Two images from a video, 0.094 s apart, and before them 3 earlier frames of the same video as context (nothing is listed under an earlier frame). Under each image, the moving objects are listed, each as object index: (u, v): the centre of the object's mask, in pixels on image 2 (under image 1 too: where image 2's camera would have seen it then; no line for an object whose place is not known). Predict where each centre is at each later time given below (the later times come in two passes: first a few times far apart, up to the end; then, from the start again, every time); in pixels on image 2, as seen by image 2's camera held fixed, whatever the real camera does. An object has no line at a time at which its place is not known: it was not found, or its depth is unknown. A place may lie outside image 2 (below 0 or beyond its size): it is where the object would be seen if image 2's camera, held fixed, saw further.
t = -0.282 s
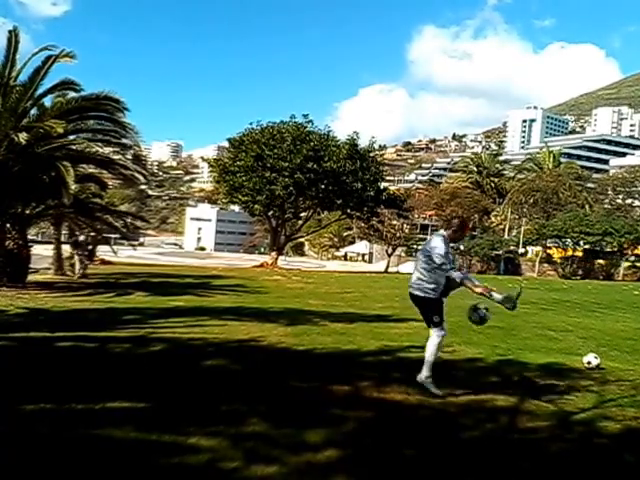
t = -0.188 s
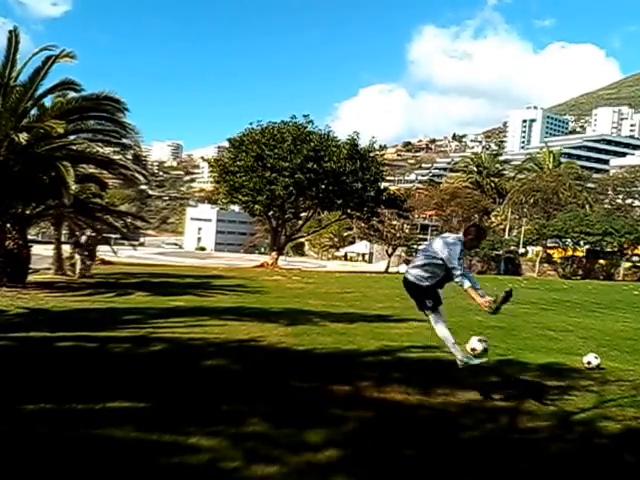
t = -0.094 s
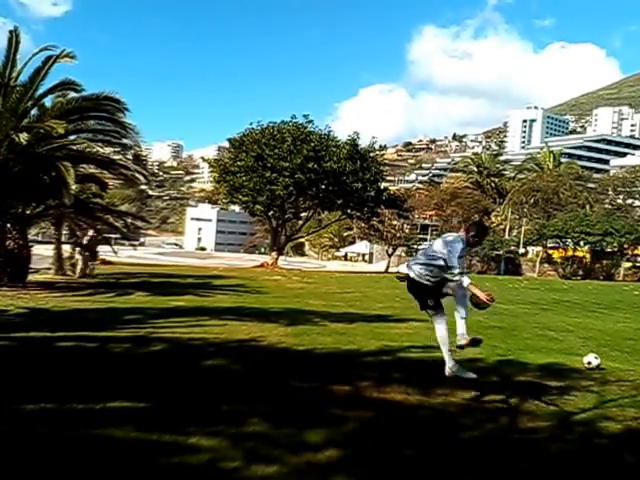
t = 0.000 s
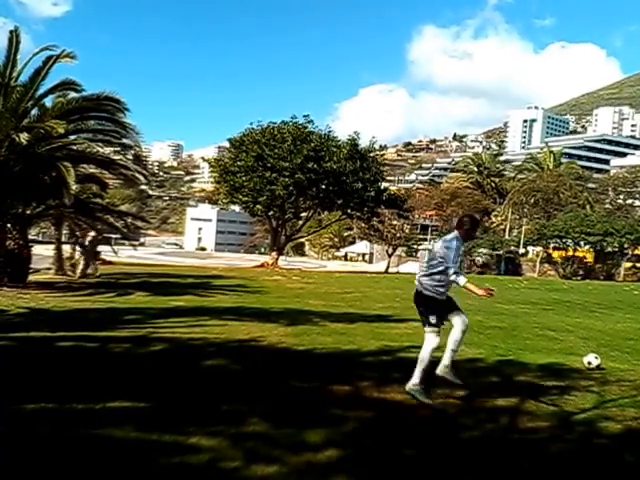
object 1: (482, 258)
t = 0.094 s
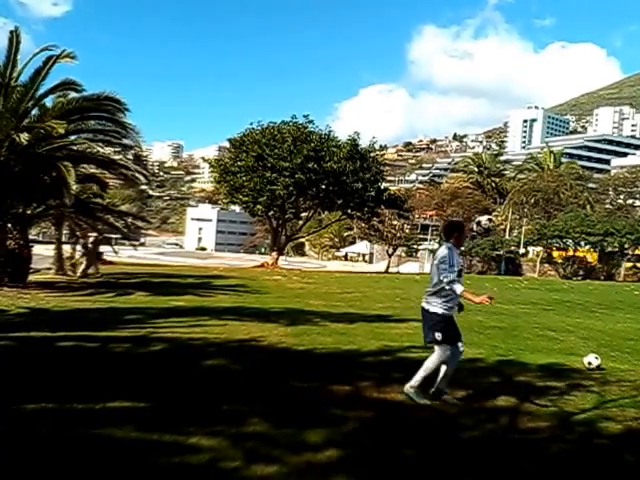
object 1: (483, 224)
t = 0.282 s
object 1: (484, 183)
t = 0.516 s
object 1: (479, 182)
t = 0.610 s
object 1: (476, 199)
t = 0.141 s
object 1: (484, 210)
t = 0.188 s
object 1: (485, 200)
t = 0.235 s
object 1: (484, 191)
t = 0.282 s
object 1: (484, 183)
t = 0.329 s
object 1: (483, 180)
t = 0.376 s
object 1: (482, 177)
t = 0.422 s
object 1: (482, 178)
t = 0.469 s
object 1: (480, 179)
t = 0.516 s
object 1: (479, 182)
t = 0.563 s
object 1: (477, 190)
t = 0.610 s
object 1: (476, 199)
